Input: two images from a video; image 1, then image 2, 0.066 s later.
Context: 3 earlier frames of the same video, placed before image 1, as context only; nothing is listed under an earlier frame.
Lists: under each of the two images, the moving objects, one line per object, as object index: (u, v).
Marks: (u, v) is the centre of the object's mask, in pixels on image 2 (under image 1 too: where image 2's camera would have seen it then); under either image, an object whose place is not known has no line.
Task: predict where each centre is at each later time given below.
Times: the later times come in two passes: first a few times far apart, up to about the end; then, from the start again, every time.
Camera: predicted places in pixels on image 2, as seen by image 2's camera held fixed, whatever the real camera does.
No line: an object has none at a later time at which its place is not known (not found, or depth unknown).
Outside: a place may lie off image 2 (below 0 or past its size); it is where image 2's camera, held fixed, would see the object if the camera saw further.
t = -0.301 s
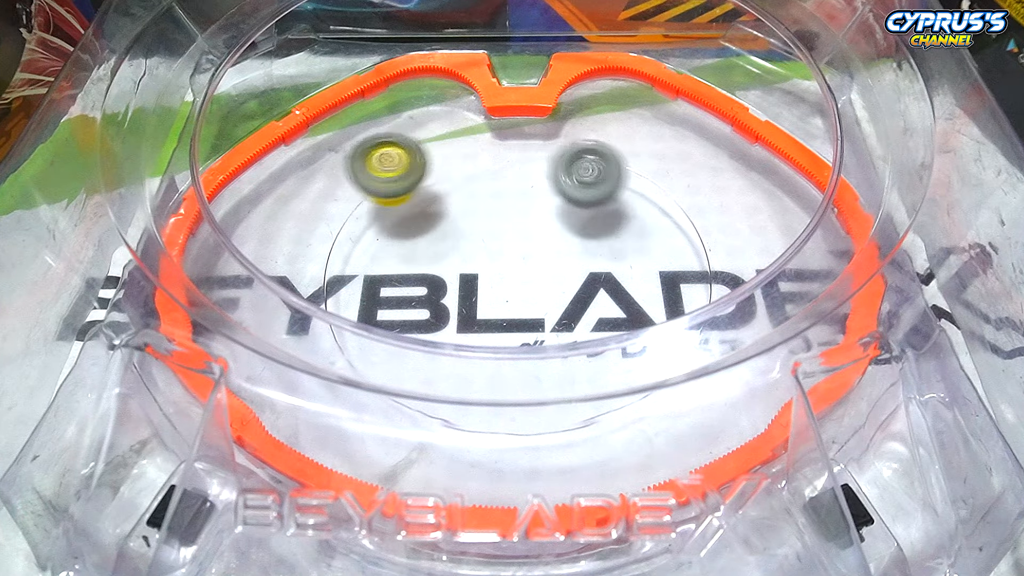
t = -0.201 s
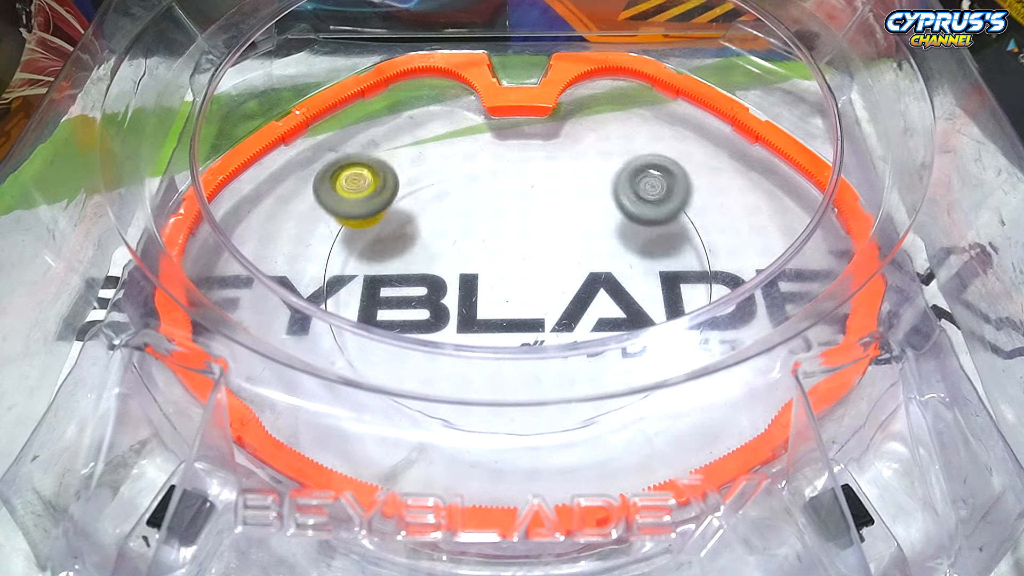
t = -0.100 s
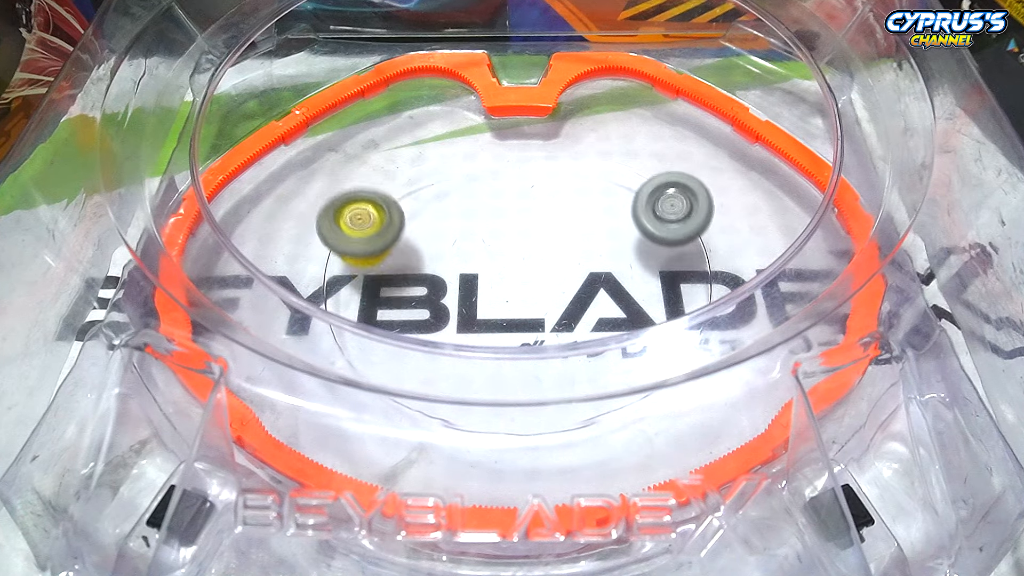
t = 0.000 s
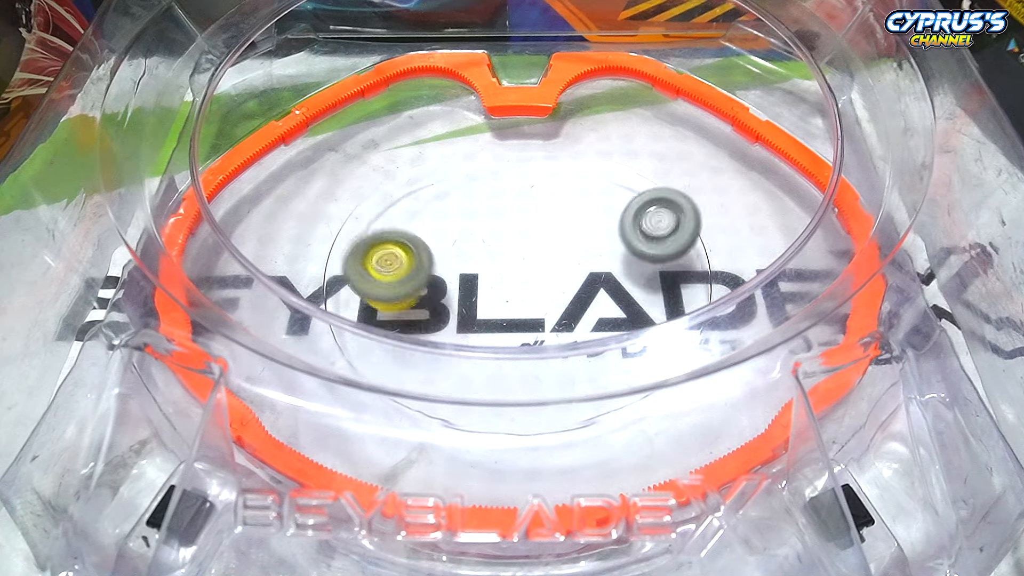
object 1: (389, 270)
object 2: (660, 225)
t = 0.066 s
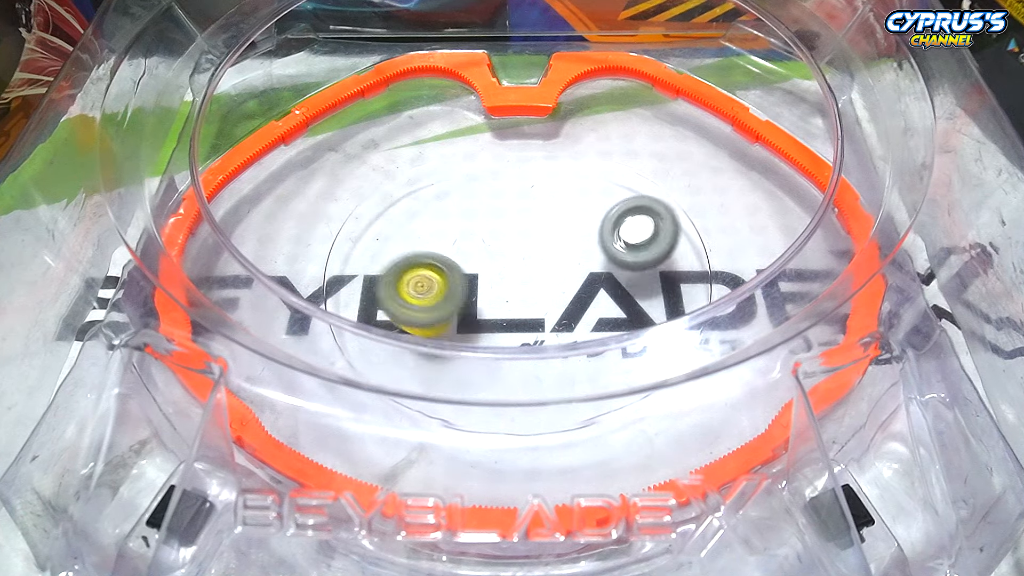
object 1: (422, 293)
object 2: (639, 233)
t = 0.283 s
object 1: (544, 315)
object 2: (575, 228)
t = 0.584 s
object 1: (588, 444)
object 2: (579, 119)
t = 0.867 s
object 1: (644, 441)
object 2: (442, 251)
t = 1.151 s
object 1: (632, 411)
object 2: (455, 345)
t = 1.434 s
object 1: (612, 312)
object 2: (496, 301)
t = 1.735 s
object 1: (562, 205)
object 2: (394, 221)
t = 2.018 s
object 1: (440, 168)
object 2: (412, 250)
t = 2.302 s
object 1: (380, 215)
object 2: (492, 242)
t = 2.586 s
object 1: (464, 276)
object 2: (522, 193)
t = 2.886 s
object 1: (580, 271)
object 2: (596, 187)
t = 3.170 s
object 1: (620, 264)
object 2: (577, 207)
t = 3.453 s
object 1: (655, 289)
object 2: (518, 258)
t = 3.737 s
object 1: (661, 288)
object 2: (525, 293)
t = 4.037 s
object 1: (588, 272)
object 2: (473, 298)
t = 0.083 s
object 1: (433, 298)
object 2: (633, 235)
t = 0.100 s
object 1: (442, 301)
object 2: (626, 237)
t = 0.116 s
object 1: (452, 303)
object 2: (620, 238)
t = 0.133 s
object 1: (464, 306)
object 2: (613, 240)
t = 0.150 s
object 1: (474, 307)
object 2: (607, 241)
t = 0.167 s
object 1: (486, 309)
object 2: (600, 243)
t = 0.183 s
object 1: (497, 310)
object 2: (594, 245)
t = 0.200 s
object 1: (508, 310)
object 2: (588, 246)
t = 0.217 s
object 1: (519, 310)
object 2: (581, 248)
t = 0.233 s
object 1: (531, 309)
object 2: (576, 249)
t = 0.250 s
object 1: (542, 309)
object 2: (570, 249)
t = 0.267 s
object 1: (547, 310)
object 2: (569, 247)
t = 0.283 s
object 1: (544, 315)
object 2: (575, 228)
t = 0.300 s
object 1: (540, 323)
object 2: (581, 209)
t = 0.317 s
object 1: (538, 361)
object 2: (586, 194)
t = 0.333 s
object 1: (534, 383)
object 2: (591, 184)
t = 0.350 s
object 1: (531, 388)
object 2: (595, 176)
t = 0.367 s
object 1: (529, 395)
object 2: (598, 168)
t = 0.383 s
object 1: (527, 400)
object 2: (600, 156)
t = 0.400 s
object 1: (528, 403)
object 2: (601, 148)
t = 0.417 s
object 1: (529, 411)
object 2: (602, 141)
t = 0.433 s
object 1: (530, 418)
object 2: (602, 133)
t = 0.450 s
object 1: (534, 420)
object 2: (602, 129)
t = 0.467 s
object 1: (539, 424)
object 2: (601, 127)
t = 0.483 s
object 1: (544, 428)
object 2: (598, 120)
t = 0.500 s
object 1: (551, 429)
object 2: (597, 119)
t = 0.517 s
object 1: (557, 431)
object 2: (595, 118)
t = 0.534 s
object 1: (563, 437)
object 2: (591, 117)
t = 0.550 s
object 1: (572, 439)
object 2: (588, 117)
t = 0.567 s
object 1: (581, 442)
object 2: (584, 118)
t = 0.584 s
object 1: (588, 444)
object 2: (579, 119)
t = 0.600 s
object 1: (596, 443)
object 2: (573, 123)
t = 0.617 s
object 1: (604, 444)
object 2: (568, 126)
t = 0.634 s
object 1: (611, 445)
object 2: (562, 131)
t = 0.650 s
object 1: (616, 445)
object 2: (554, 136)
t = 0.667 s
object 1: (620, 446)
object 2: (545, 144)
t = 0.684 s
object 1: (623, 446)
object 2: (536, 150)
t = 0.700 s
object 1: (625, 447)
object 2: (527, 159)
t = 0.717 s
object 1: (627, 447)
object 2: (518, 168)
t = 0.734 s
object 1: (629, 447)
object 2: (508, 177)
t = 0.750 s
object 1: (630, 446)
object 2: (498, 186)
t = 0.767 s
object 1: (632, 445)
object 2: (488, 196)
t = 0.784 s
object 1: (633, 444)
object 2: (479, 205)
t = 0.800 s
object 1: (635, 444)
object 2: (470, 215)
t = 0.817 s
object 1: (637, 443)
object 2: (462, 223)
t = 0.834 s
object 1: (639, 442)
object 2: (454, 233)
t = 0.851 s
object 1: (641, 442)
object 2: (447, 243)
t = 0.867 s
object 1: (644, 441)
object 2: (442, 251)
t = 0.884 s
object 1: (646, 441)
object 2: (436, 259)
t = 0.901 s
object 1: (647, 442)
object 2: (431, 266)
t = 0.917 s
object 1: (649, 441)
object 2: (428, 273)
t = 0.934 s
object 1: (650, 440)
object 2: (426, 280)
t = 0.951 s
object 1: (650, 440)
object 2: (425, 287)
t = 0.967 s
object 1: (650, 441)
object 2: (423, 294)
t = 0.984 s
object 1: (650, 440)
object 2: (424, 299)
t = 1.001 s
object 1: (650, 438)
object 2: (426, 304)
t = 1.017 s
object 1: (649, 437)
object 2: (428, 308)
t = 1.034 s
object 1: (648, 435)
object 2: (430, 312)
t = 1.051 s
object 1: (646, 433)
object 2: (433, 317)
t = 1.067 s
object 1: (645, 431)
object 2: (437, 319)
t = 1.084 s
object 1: (642, 423)
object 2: (440, 322)
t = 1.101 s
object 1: (640, 420)
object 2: (442, 334)
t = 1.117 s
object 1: (638, 418)
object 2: (446, 339)
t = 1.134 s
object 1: (635, 415)
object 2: (450, 344)
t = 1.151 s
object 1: (632, 411)
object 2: (455, 345)
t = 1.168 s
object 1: (629, 408)
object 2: (459, 345)
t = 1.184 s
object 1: (626, 405)
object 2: (464, 359)
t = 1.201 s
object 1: (624, 401)
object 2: (472, 346)
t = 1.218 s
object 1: (621, 396)
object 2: (475, 360)
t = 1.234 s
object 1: (619, 394)
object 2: (483, 360)
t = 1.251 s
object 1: (615, 391)
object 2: (490, 361)
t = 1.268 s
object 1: (612, 389)
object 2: (495, 347)
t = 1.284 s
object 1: (609, 386)
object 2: (500, 347)
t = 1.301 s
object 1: (603, 379)
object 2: (504, 346)
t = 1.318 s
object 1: (599, 371)
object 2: (507, 342)
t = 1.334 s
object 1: (597, 359)
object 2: (509, 327)
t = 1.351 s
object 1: (597, 329)
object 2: (511, 325)
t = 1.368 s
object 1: (597, 326)
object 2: (512, 323)
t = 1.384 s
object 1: (598, 323)
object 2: (512, 319)
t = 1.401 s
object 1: (598, 319)
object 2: (512, 315)
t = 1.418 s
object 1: (604, 315)
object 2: (505, 309)
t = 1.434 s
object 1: (612, 312)
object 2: (496, 301)
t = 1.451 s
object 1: (618, 308)
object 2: (487, 292)
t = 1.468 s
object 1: (622, 303)
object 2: (479, 283)
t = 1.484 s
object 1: (624, 298)
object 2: (470, 272)
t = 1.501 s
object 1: (624, 293)
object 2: (462, 265)
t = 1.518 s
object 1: (623, 288)
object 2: (455, 258)
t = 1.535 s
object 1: (621, 280)
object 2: (448, 251)
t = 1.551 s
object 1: (619, 272)
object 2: (442, 245)
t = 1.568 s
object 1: (615, 265)
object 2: (436, 240)
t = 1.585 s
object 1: (612, 258)
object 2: (430, 235)
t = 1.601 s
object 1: (607, 251)
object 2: (425, 231)
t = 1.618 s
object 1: (603, 244)
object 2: (419, 227)
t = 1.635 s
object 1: (598, 238)
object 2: (414, 225)
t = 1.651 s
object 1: (593, 232)
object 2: (409, 222)
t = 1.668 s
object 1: (587, 226)
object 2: (405, 221)
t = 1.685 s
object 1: (581, 220)
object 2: (402, 220)
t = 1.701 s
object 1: (575, 215)
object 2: (399, 220)
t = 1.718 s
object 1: (569, 209)
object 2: (396, 220)
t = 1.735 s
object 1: (562, 205)
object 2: (394, 221)
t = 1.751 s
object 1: (555, 200)
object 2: (391, 222)
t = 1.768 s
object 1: (548, 196)
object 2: (389, 224)
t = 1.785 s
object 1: (541, 192)
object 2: (388, 225)
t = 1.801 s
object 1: (534, 188)
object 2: (387, 226)
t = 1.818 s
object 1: (527, 184)
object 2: (386, 229)
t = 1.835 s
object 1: (519, 181)
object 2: (386, 230)
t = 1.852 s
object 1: (511, 179)
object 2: (386, 233)
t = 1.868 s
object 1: (503, 176)
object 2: (386, 235)
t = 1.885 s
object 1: (496, 174)
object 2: (386, 238)
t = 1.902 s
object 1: (489, 172)
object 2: (387, 240)
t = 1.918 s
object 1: (482, 171)
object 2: (389, 242)
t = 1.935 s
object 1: (474, 169)
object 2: (391, 244)
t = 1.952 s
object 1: (467, 168)
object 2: (394, 245)
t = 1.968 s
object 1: (460, 168)
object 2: (398, 247)
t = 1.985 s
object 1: (453, 168)
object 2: (402, 248)
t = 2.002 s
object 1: (446, 167)
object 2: (407, 250)
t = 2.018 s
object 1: (440, 168)
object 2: (412, 250)
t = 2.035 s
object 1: (434, 169)
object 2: (418, 251)
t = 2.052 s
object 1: (428, 170)
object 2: (423, 251)
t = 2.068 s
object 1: (422, 171)
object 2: (429, 251)
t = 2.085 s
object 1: (417, 173)
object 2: (435, 251)
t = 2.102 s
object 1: (412, 175)
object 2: (442, 252)
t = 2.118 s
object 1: (407, 177)
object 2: (448, 251)
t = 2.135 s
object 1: (402, 180)
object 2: (454, 251)
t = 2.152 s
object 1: (398, 182)
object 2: (460, 251)
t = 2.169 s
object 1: (394, 185)
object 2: (466, 250)
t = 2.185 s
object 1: (391, 188)
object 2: (471, 250)
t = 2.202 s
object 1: (388, 191)
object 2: (475, 249)
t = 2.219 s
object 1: (385, 195)
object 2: (478, 249)
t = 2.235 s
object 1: (383, 199)
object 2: (482, 247)
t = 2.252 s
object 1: (381, 203)
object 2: (485, 248)
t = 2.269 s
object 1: (380, 206)
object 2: (487, 246)
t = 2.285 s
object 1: (380, 211)
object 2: (490, 245)
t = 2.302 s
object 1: (380, 215)
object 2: (492, 242)
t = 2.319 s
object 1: (381, 219)
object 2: (495, 241)
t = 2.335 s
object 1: (383, 224)
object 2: (499, 238)
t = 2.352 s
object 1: (385, 229)
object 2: (502, 236)
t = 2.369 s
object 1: (387, 233)
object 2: (506, 233)
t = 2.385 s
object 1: (391, 238)
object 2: (509, 230)
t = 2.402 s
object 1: (394, 243)
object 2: (512, 227)
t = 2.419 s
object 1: (398, 247)
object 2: (514, 223)
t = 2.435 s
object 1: (404, 252)
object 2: (516, 221)
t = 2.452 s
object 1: (410, 256)
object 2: (518, 217)
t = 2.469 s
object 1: (416, 260)
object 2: (519, 214)
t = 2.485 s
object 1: (421, 263)
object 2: (519, 211)
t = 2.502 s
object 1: (428, 267)
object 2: (519, 209)
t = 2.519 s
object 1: (435, 269)
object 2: (519, 205)
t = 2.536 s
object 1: (443, 271)
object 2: (519, 203)
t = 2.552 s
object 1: (449, 274)
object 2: (519, 198)
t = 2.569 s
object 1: (457, 275)
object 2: (520, 196)
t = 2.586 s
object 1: (464, 276)
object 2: (522, 193)
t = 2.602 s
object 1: (472, 278)
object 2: (524, 191)
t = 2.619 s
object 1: (480, 278)
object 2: (527, 188)
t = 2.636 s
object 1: (488, 279)
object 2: (529, 187)
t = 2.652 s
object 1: (495, 279)
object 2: (532, 186)
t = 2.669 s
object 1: (503, 279)
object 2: (534, 185)
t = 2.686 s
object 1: (511, 278)
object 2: (537, 184)
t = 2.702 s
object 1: (518, 277)
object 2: (541, 185)
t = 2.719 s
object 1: (526, 276)
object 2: (546, 185)
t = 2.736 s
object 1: (533, 275)
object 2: (551, 186)
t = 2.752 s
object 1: (540, 273)
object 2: (556, 188)
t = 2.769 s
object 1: (547, 271)
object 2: (561, 189)
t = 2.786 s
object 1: (554, 269)
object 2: (567, 191)
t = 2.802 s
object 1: (560, 266)
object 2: (573, 193)
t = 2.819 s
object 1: (566, 263)
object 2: (578, 194)
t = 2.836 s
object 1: (571, 260)
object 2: (583, 195)
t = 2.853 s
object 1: (575, 262)
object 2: (587, 193)
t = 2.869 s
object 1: (577, 268)
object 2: (592, 190)
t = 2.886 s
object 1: (580, 271)
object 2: (596, 187)
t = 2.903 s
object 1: (582, 273)
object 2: (599, 185)
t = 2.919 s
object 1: (585, 275)
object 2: (601, 183)
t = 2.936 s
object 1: (587, 275)
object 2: (602, 182)
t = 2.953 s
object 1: (590, 276)
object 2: (603, 181)
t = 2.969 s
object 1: (592, 275)
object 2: (603, 181)
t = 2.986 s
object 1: (594, 274)
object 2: (601, 181)
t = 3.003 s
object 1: (597, 274)
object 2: (600, 182)
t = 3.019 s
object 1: (600, 273)
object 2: (598, 183)
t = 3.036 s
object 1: (603, 272)
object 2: (596, 184)
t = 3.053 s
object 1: (606, 271)
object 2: (594, 186)
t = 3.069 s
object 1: (610, 270)
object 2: (591, 189)
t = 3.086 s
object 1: (612, 269)
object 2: (588, 192)
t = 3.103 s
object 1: (614, 268)
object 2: (585, 195)
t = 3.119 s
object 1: (616, 267)
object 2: (582, 198)
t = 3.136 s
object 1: (618, 266)
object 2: (580, 201)
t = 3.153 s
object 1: (619, 265)
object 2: (579, 204)
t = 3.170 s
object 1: (620, 264)
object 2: (577, 207)
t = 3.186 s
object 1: (625, 270)
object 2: (573, 206)
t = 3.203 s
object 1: (631, 278)
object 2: (568, 204)
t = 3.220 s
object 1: (634, 282)
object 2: (563, 201)
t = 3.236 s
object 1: (637, 285)
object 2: (558, 200)
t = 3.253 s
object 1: (639, 287)
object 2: (553, 200)
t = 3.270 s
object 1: (642, 288)
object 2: (549, 201)
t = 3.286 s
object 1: (644, 288)
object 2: (545, 203)
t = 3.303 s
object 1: (646, 289)
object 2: (541, 206)
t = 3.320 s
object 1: (648, 288)
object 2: (537, 210)
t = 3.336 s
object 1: (650, 288)
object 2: (533, 214)
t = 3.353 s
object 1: (652, 288)
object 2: (529, 219)
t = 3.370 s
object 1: (653, 289)
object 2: (526, 225)
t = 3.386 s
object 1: (654, 289)
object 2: (523, 232)
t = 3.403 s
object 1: (655, 289)
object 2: (521, 238)
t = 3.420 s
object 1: (655, 289)
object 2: (519, 245)
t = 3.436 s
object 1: (655, 289)
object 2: (518, 252)
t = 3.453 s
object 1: (655, 289)
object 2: (518, 258)
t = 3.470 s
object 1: (655, 289)
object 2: (519, 264)
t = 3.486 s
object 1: (656, 289)
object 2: (519, 269)
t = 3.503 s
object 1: (655, 289)
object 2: (521, 272)
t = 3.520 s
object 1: (655, 289)
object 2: (522, 276)
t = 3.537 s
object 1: (654, 290)
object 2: (525, 280)
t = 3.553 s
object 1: (653, 290)
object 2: (529, 284)
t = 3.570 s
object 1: (652, 290)
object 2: (533, 287)
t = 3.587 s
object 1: (651, 290)
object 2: (538, 289)
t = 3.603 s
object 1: (649, 290)
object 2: (543, 292)
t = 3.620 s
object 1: (648, 291)
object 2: (549, 295)
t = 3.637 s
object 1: (648, 291)
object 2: (552, 296)
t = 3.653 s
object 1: (655, 290)
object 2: (547, 296)
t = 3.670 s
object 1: (660, 289)
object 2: (542, 296)
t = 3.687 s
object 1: (662, 289)
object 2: (537, 296)
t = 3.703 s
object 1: (662, 289)
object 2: (533, 295)
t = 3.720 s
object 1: (661, 289)
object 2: (529, 294)
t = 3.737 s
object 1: (661, 288)
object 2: (525, 293)
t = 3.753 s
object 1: (659, 288)
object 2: (523, 292)
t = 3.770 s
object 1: (658, 287)
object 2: (520, 291)
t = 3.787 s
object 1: (656, 287)
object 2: (518, 291)
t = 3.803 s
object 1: (653, 287)
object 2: (515, 291)
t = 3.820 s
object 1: (650, 286)
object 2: (512, 291)
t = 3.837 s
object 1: (648, 286)
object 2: (509, 291)
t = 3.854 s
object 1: (645, 285)
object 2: (507, 291)
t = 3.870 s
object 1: (642, 284)
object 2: (503, 292)
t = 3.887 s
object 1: (638, 282)
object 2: (500, 292)
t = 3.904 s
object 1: (634, 281)
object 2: (497, 293)
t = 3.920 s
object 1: (630, 280)
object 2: (495, 294)
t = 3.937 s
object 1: (624, 278)
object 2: (492, 295)
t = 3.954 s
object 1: (619, 277)
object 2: (489, 296)
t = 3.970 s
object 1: (613, 276)
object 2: (486, 297)
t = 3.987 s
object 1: (607, 275)
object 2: (483, 298)
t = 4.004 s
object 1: (601, 274)
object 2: (480, 299)
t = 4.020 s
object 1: (594, 273)
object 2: (476, 299)
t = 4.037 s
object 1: (588, 272)
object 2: (473, 298)
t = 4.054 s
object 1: (581, 272)
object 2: (470, 297)
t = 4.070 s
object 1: (575, 271)
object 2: (468, 296)
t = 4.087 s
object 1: (568, 271)
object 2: (467, 294)
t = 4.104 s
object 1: (561, 270)
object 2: (467, 291)
